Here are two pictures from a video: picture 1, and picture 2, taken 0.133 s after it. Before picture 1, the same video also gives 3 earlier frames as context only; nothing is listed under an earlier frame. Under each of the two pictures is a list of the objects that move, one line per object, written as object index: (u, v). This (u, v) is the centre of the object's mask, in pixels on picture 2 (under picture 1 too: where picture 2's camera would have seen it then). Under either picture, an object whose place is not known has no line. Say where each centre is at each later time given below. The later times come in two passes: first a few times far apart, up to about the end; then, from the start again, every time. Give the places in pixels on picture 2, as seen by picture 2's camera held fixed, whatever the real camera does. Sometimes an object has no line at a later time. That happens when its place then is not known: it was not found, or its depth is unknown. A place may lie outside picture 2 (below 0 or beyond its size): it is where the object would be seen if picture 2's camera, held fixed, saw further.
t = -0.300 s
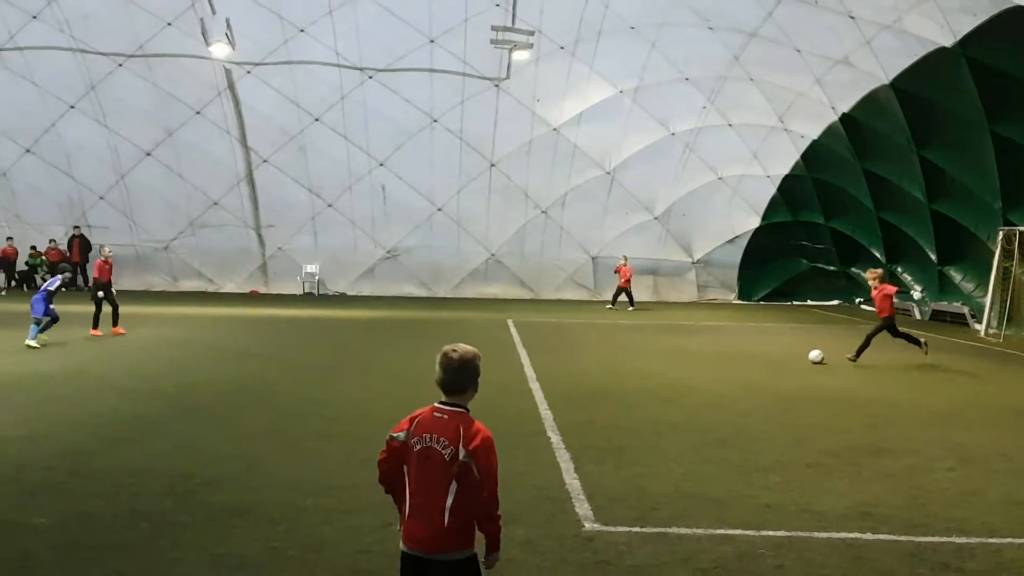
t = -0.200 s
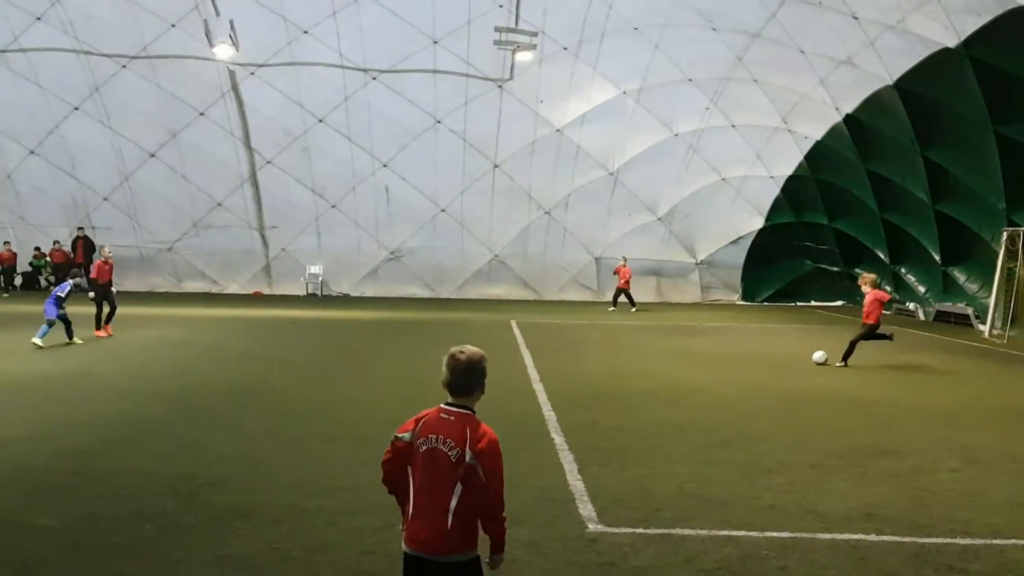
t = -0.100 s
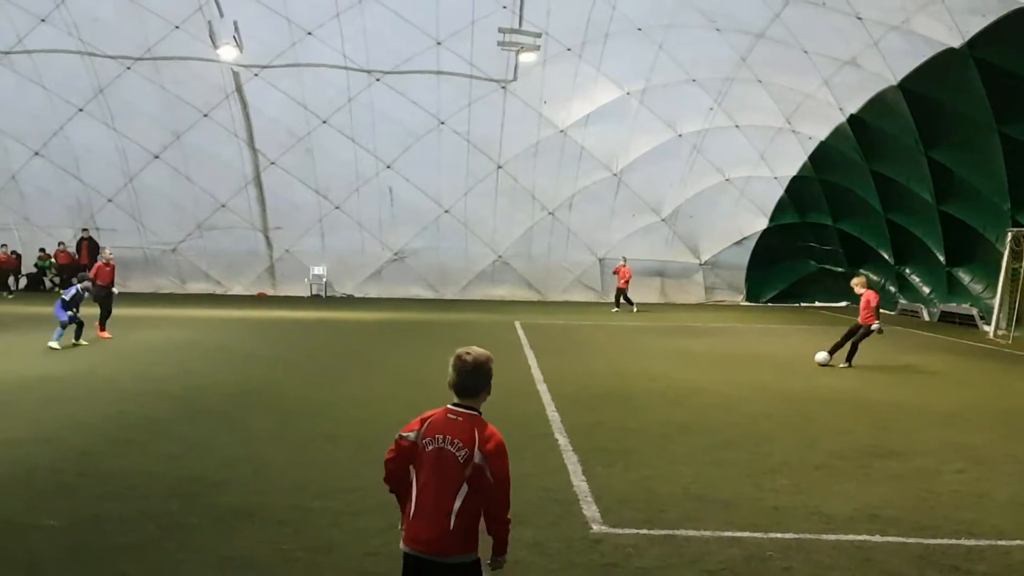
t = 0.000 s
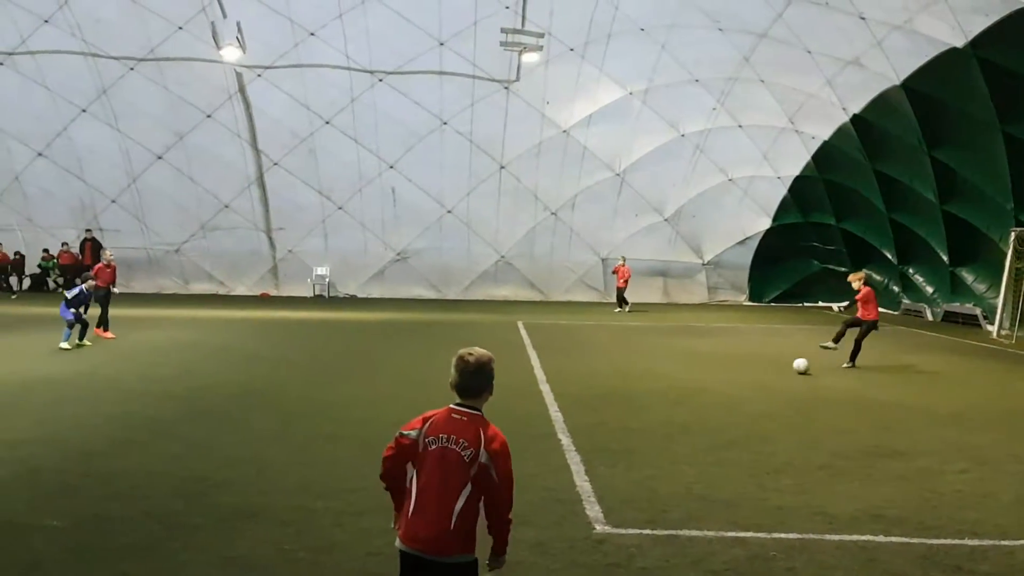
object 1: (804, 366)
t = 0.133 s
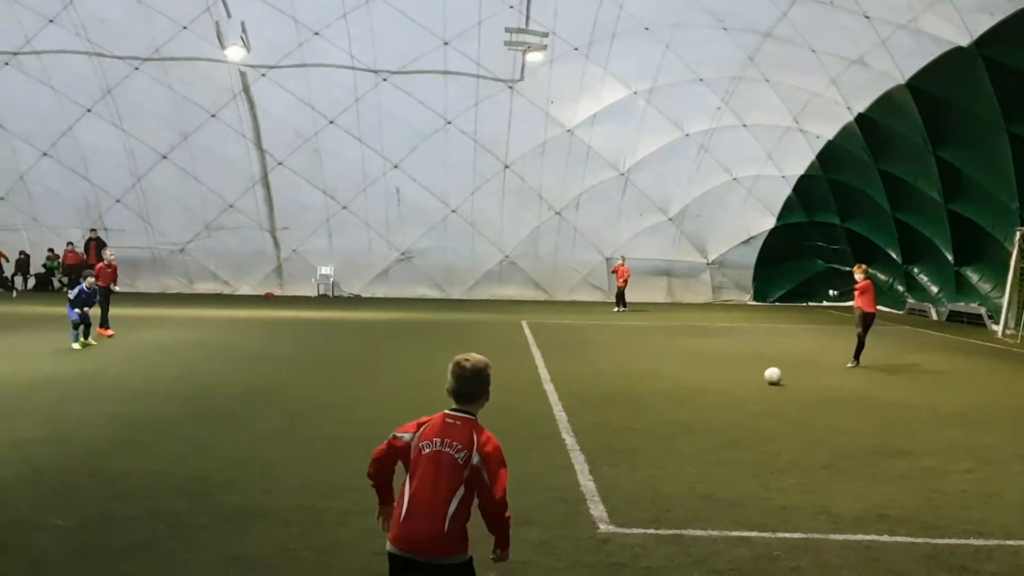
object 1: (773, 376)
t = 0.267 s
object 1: (741, 387)
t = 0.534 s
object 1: (681, 407)
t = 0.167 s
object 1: (764, 379)
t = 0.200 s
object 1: (757, 381)
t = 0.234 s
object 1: (749, 383)
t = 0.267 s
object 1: (741, 387)
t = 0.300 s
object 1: (733, 390)
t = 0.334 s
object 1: (726, 391)
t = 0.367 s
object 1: (719, 391)
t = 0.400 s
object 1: (712, 394)
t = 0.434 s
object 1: (704, 398)
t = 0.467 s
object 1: (695, 404)
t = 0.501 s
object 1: (688, 408)
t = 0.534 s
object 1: (681, 407)
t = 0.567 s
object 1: (672, 409)
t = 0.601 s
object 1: (665, 411)
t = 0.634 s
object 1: (656, 414)
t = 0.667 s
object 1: (647, 421)
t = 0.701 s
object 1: (638, 428)
